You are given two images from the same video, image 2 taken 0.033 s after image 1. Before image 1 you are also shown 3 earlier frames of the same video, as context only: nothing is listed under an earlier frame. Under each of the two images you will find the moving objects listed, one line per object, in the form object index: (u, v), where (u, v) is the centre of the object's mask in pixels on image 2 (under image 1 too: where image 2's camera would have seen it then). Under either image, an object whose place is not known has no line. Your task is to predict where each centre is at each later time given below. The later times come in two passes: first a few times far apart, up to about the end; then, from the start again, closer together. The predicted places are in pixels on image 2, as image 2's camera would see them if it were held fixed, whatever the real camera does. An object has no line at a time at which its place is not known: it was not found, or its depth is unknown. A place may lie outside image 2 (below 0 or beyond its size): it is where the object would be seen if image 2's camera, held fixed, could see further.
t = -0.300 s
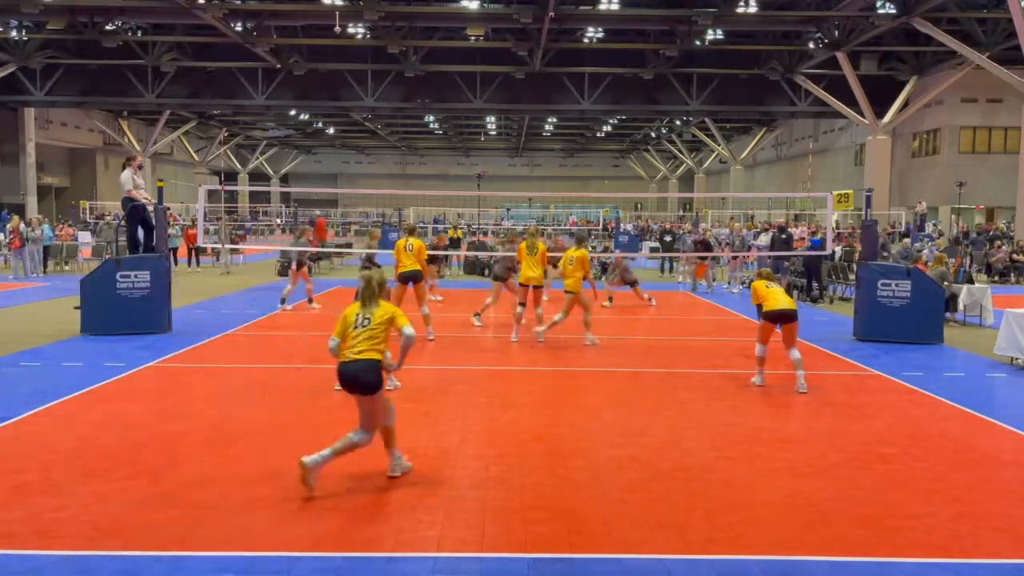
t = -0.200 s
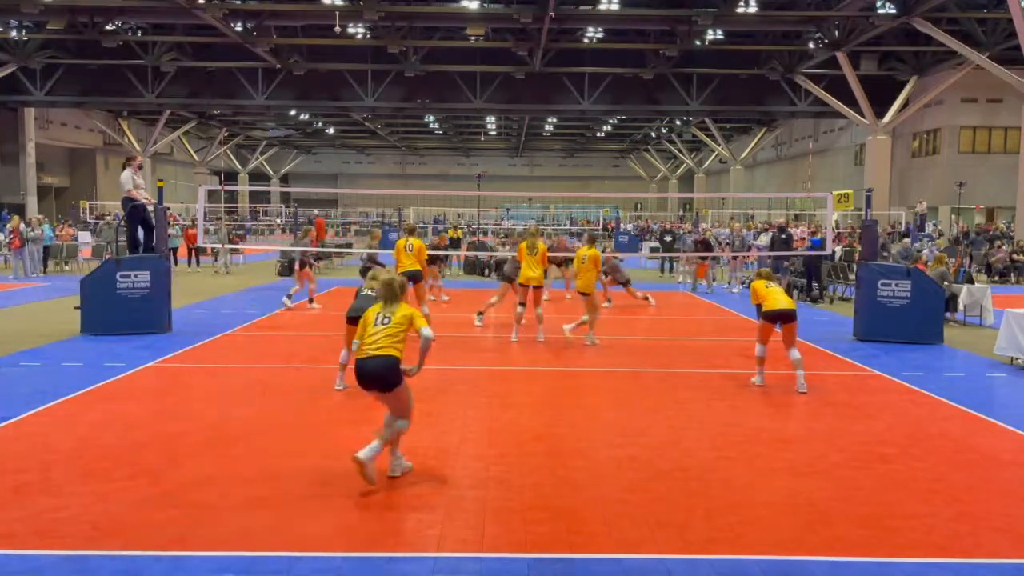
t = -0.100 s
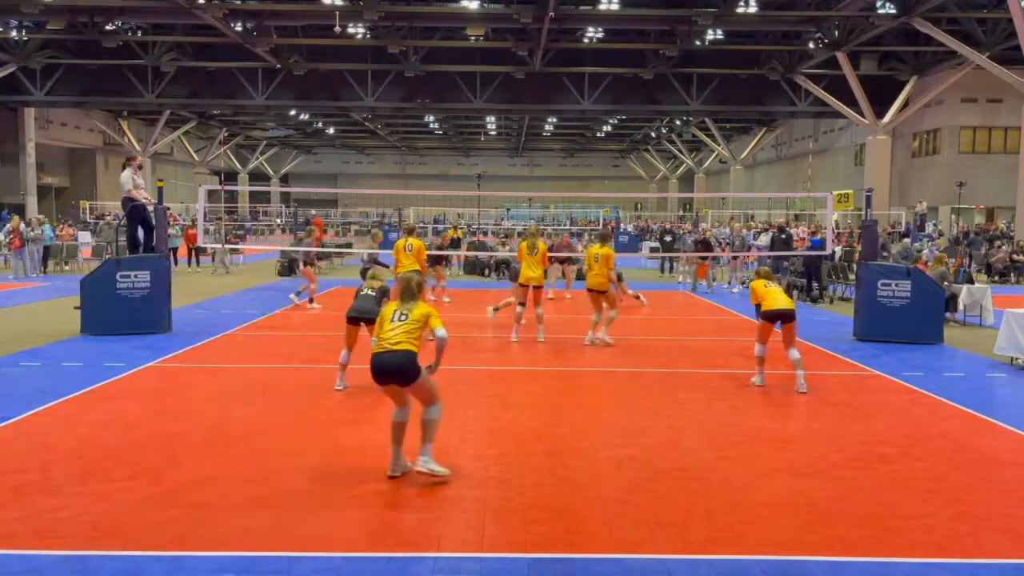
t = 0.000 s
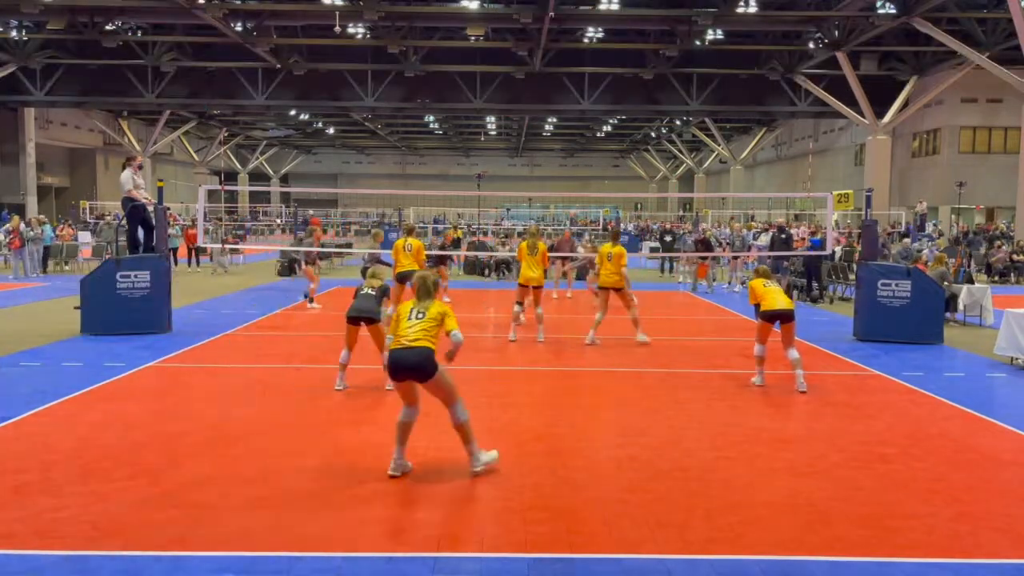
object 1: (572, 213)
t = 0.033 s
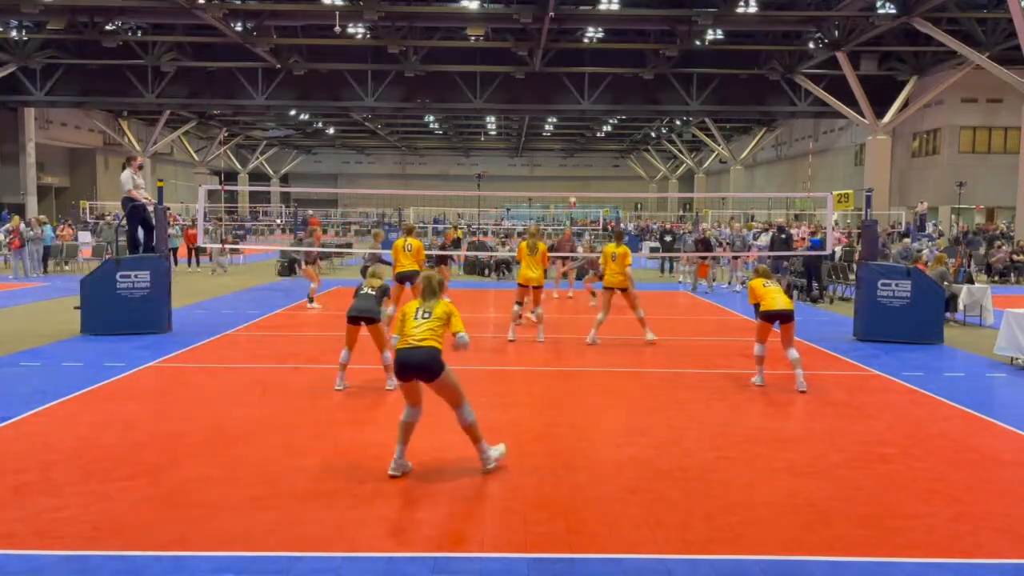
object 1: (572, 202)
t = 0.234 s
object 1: (562, 145)
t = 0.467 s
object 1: (550, 102)
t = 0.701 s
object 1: (540, 88)
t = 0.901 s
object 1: (529, 94)
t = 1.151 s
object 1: (515, 133)
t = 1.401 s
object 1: (501, 199)
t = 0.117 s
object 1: (568, 176)
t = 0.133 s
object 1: (567, 171)
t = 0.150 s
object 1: (566, 166)
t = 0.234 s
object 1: (562, 145)
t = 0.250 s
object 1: (561, 141)
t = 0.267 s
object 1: (560, 138)
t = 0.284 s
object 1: (560, 134)
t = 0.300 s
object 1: (559, 130)
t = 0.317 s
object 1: (558, 127)
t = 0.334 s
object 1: (558, 124)
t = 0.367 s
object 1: (555, 117)
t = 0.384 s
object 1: (554, 115)
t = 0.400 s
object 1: (554, 111)
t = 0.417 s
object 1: (553, 109)
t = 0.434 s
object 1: (552, 107)
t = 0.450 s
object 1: (551, 104)
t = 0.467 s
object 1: (550, 102)
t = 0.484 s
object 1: (550, 101)
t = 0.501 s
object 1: (549, 99)
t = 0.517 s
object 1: (548, 96)
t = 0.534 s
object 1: (547, 95)
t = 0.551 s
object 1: (547, 94)
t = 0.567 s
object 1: (546, 93)
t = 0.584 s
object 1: (546, 93)
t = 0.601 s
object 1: (545, 92)
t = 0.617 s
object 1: (545, 92)
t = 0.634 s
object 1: (543, 90)
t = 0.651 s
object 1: (542, 89)
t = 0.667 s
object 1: (541, 88)
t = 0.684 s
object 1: (540, 88)
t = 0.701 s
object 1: (540, 88)
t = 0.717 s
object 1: (539, 87)
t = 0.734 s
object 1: (538, 87)
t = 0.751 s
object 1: (537, 87)
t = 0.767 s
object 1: (536, 87)
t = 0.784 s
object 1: (535, 88)
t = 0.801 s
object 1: (534, 88)
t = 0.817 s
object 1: (534, 89)
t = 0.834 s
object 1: (533, 90)
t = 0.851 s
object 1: (532, 91)
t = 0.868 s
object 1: (531, 92)
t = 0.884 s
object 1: (530, 93)
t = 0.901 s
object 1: (529, 94)
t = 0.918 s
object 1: (528, 96)
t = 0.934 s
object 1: (527, 97)
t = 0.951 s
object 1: (526, 99)
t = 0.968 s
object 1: (525, 101)
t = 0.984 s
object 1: (524, 103)
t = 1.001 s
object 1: (523, 106)
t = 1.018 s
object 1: (522, 108)
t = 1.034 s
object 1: (521, 111)
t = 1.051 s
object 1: (520, 113)
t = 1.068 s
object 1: (519, 116)
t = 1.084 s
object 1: (519, 120)
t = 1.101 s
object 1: (518, 122)
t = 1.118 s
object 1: (517, 126)
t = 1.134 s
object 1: (516, 129)
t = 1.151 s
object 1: (515, 133)
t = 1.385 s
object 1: (502, 196)
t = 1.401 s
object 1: (501, 199)
